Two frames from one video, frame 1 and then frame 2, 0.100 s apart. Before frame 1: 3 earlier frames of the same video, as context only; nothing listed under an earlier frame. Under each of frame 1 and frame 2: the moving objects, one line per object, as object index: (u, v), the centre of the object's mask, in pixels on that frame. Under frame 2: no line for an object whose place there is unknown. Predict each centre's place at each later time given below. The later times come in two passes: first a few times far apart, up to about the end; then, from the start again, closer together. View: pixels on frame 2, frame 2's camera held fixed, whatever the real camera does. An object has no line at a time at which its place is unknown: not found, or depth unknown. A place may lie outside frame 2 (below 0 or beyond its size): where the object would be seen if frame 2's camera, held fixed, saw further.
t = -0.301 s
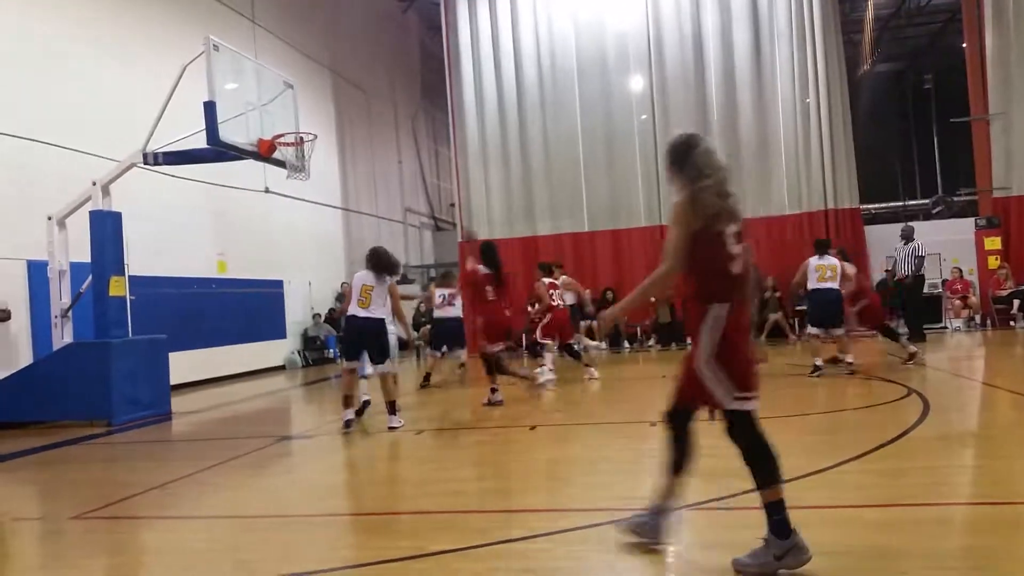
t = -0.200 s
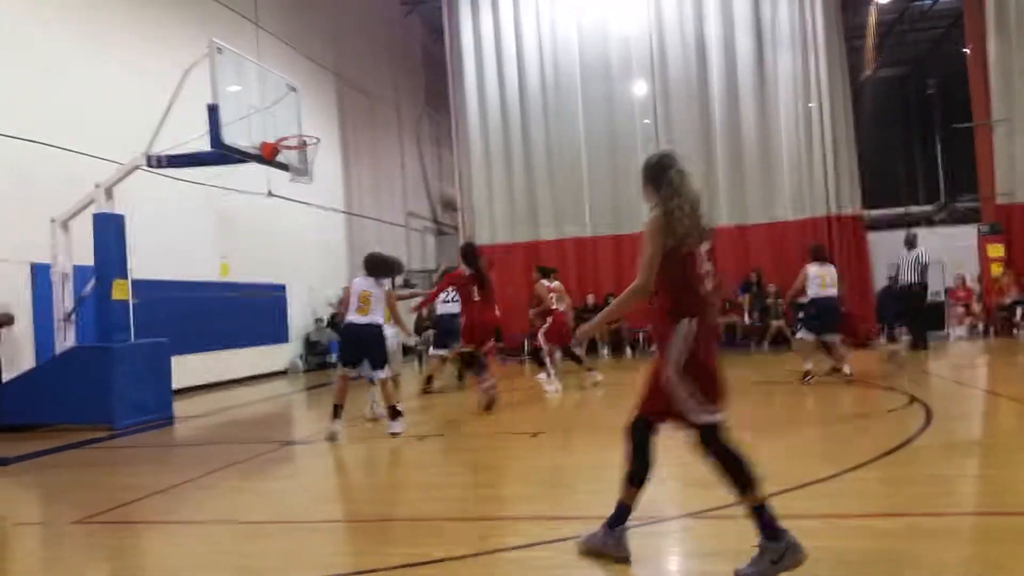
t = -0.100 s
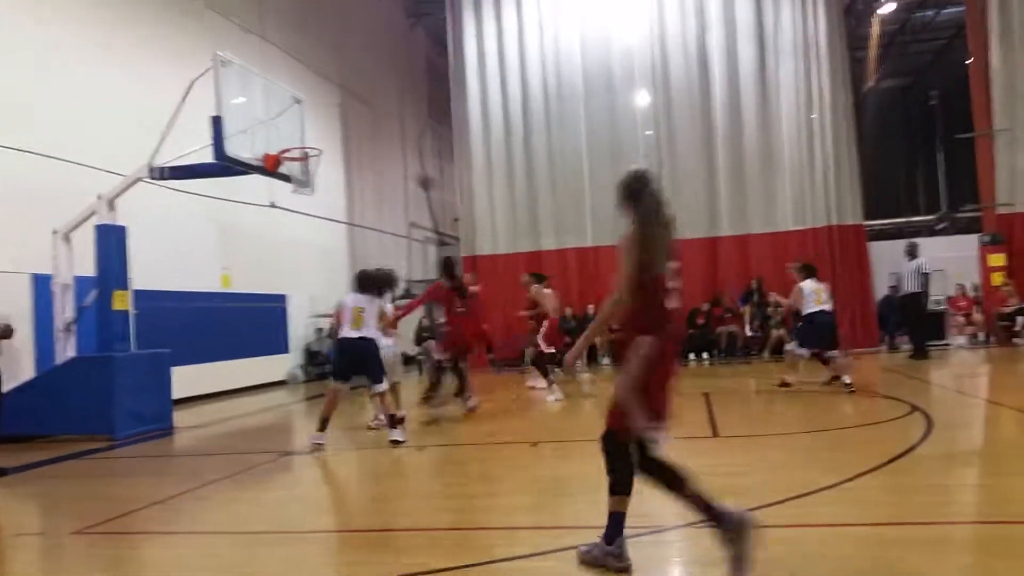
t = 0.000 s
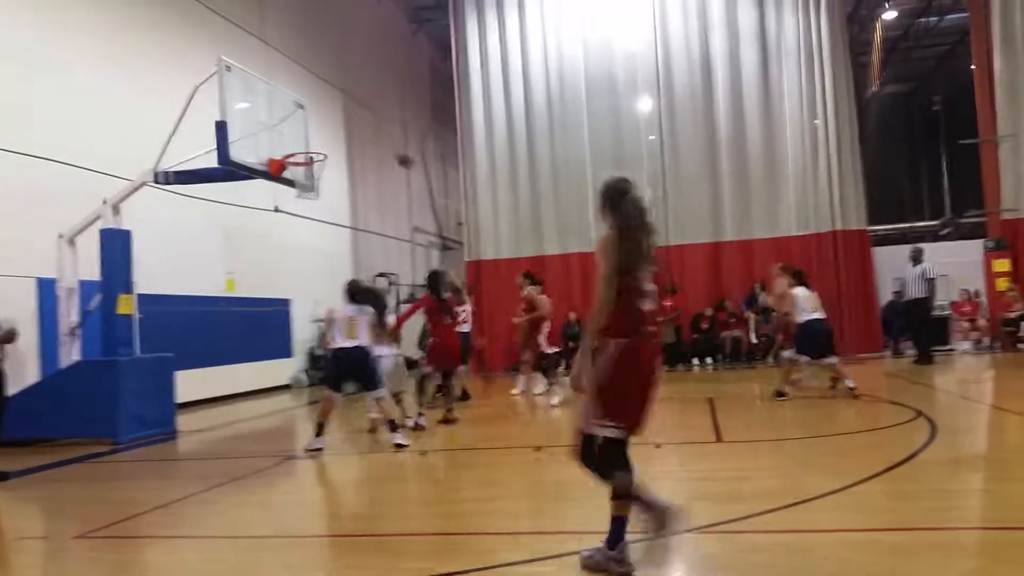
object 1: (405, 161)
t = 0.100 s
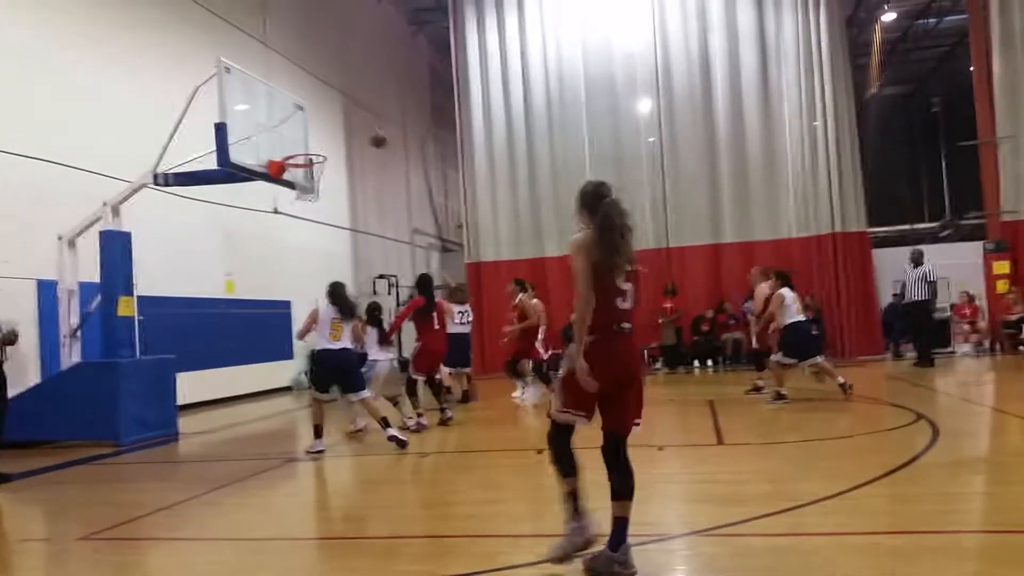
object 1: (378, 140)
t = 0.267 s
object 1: (332, 119)
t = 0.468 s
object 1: (314, 116)
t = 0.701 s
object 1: (333, 145)
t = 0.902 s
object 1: (360, 148)
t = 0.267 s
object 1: (332, 119)
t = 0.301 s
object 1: (324, 116)
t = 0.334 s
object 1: (315, 116)
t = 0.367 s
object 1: (311, 115)
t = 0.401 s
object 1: (313, 115)
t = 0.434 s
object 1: (315, 116)
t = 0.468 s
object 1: (314, 116)
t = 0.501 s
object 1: (317, 120)
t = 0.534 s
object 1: (322, 123)
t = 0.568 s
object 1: (322, 127)
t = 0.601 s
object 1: (324, 133)
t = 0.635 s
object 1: (328, 140)
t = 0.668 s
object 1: (326, 146)
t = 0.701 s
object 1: (333, 145)
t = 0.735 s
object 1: (336, 143)
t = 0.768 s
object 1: (341, 142)
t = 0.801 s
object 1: (346, 142)
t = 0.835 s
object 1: (350, 142)
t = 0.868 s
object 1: (355, 145)
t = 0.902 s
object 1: (360, 148)
